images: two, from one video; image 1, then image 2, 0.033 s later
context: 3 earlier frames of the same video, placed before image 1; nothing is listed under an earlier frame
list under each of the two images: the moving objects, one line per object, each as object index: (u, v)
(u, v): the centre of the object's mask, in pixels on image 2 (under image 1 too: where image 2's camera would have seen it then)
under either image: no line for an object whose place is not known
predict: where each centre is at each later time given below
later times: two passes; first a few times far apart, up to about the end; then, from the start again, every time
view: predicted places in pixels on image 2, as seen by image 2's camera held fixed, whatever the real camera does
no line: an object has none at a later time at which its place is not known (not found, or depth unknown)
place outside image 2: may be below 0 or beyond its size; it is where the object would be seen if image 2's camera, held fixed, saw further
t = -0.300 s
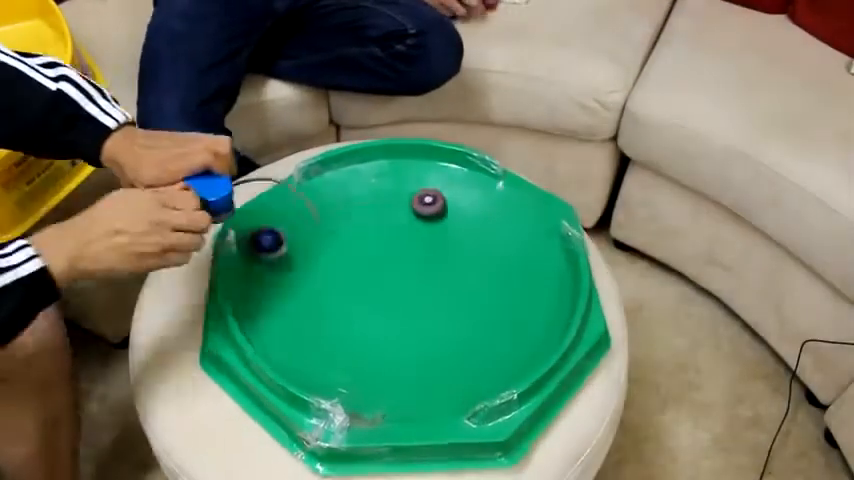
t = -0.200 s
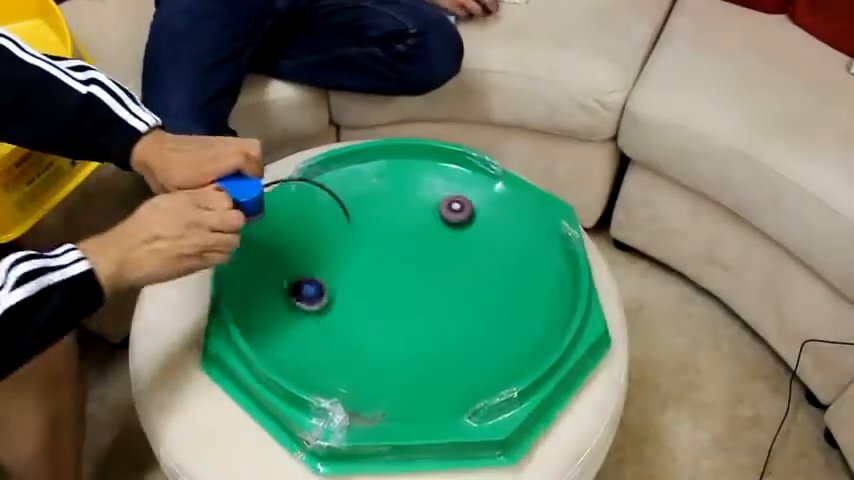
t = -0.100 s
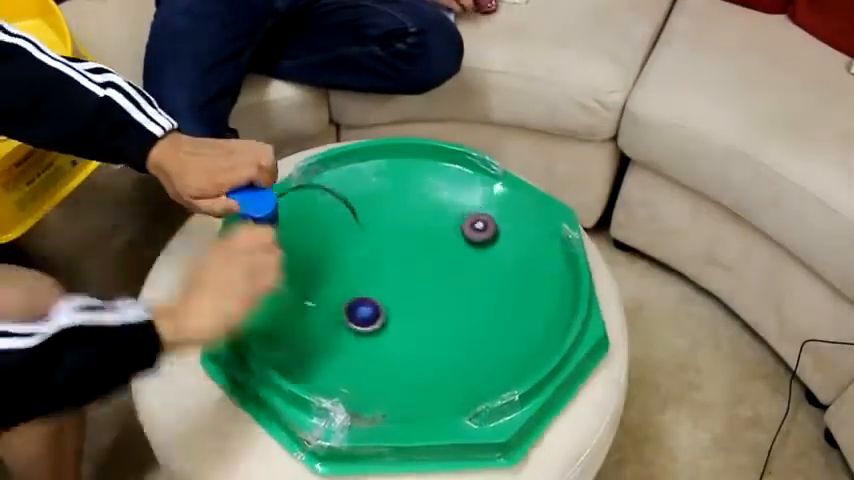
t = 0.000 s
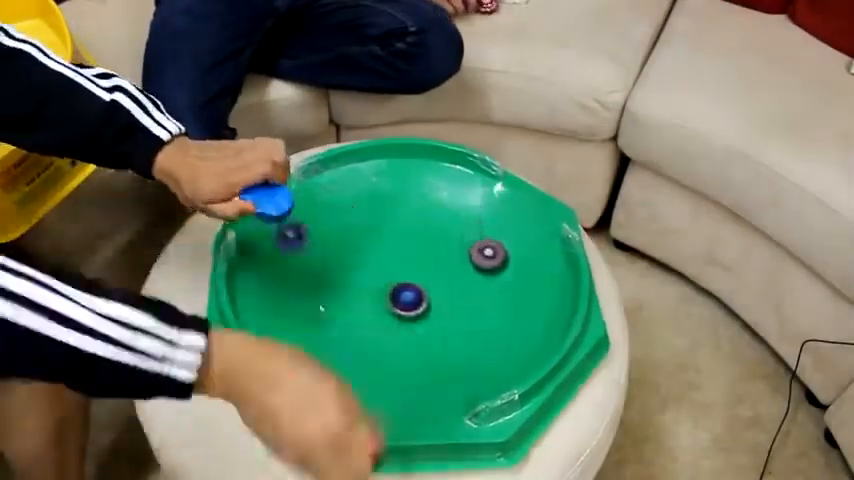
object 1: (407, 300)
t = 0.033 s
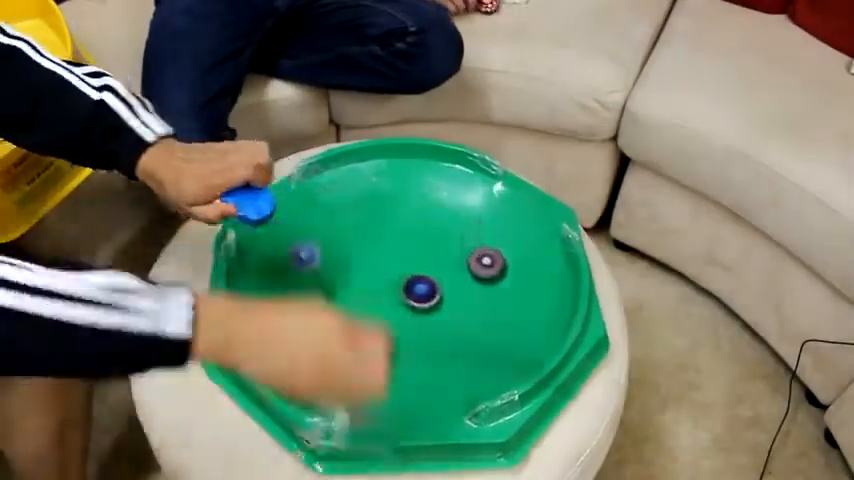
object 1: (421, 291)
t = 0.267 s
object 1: (458, 219)
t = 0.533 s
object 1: (328, 194)
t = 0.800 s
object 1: (312, 309)
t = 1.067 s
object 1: (390, 297)
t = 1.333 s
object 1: (451, 239)
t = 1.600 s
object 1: (376, 196)
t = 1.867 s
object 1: (341, 279)
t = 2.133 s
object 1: (451, 310)
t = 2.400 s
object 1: (471, 329)
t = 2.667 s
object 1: (412, 334)
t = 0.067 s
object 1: (431, 282)
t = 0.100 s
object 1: (440, 273)
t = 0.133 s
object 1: (445, 262)
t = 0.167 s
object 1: (451, 254)
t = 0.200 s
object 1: (457, 243)
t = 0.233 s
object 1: (460, 231)
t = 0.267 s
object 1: (458, 219)
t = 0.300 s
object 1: (452, 207)
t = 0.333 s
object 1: (440, 196)
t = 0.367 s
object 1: (424, 187)
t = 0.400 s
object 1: (406, 180)
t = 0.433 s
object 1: (386, 177)
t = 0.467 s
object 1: (366, 179)
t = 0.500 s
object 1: (346, 184)
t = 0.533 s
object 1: (328, 194)
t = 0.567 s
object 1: (312, 206)
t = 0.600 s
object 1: (299, 221)
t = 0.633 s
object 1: (292, 239)
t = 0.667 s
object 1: (289, 259)
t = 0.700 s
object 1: (293, 278)
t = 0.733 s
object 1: (305, 296)
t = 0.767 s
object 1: (315, 310)
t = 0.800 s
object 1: (312, 309)
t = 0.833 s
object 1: (316, 312)
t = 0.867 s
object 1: (325, 317)
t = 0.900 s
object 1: (338, 321)
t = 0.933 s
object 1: (352, 322)
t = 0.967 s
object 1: (364, 319)
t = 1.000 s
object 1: (374, 313)
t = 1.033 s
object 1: (382, 305)
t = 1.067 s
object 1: (390, 297)
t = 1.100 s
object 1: (400, 289)
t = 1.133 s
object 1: (408, 281)
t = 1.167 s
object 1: (416, 273)
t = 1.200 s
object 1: (422, 264)
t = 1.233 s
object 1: (428, 256)
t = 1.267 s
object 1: (437, 251)
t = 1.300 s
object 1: (445, 246)
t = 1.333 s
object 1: (451, 239)
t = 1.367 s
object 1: (454, 231)
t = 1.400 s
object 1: (452, 223)
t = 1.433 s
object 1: (446, 214)
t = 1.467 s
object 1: (436, 206)
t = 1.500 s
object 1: (423, 199)
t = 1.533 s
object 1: (408, 195)
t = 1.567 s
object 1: (392, 194)
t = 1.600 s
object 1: (376, 196)
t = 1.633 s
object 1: (361, 202)
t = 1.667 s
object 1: (346, 210)
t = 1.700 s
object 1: (335, 221)
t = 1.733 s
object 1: (326, 233)
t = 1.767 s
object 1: (324, 246)
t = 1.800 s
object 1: (326, 260)
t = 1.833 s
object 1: (331, 271)
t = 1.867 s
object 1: (341, 279)
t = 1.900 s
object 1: (352, 285)
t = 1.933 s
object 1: (365, 290)
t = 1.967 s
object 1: (380, 293)
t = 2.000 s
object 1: (393, 297)
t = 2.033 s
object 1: (408, 300)
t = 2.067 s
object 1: (422, 303)
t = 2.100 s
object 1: (437, 306)
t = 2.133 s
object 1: (451, 310)
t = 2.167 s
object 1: (464, 312)
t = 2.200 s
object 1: (478, 312)
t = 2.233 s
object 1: (469, 319)
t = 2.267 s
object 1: (461, 324)
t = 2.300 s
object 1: (458, 328)
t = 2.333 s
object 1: (460, 329)
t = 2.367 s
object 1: (465, 331)
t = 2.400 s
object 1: (471, 329)
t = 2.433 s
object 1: (476, 324)
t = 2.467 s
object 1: (481, 317)
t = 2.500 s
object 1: (482, 308)
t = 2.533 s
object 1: (473, 306)
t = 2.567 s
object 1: (454, 312)
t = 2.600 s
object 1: (438, 319)
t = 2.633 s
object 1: (424, 327)
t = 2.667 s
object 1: (412, 334)
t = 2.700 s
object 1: (401, 343)
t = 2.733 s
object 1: (391, 351)
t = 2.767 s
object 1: (386, 359)
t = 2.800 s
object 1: (386, 366)
